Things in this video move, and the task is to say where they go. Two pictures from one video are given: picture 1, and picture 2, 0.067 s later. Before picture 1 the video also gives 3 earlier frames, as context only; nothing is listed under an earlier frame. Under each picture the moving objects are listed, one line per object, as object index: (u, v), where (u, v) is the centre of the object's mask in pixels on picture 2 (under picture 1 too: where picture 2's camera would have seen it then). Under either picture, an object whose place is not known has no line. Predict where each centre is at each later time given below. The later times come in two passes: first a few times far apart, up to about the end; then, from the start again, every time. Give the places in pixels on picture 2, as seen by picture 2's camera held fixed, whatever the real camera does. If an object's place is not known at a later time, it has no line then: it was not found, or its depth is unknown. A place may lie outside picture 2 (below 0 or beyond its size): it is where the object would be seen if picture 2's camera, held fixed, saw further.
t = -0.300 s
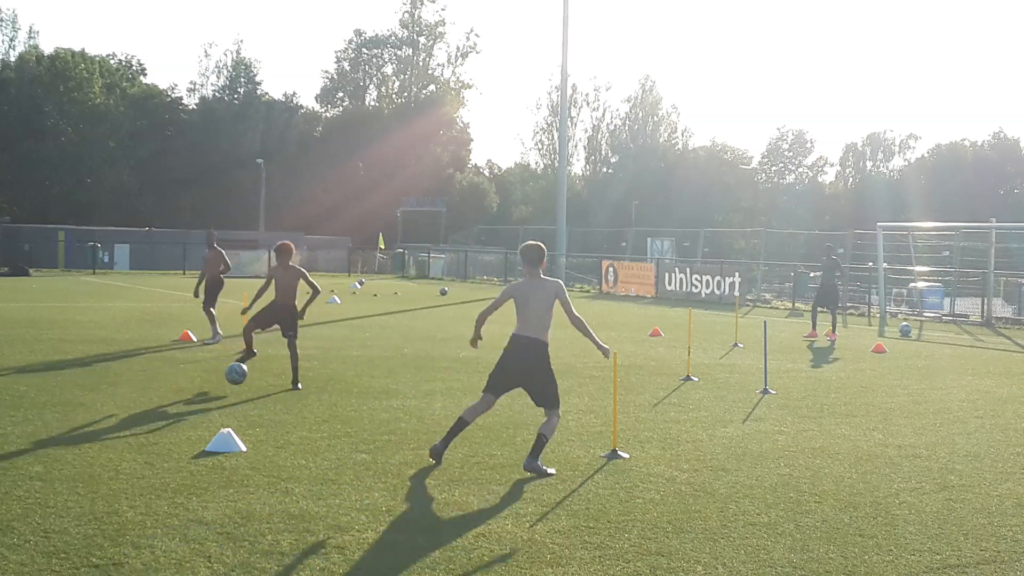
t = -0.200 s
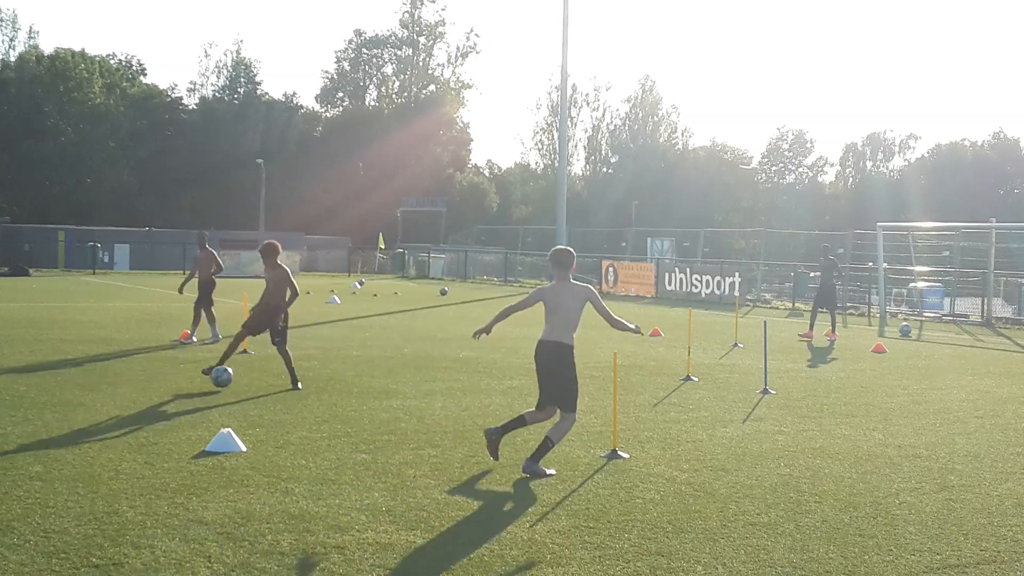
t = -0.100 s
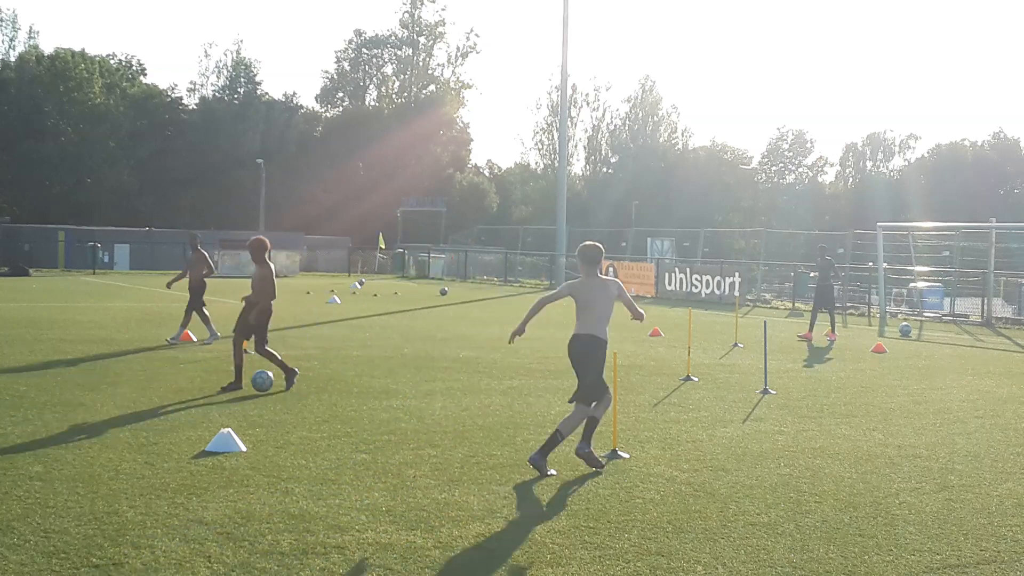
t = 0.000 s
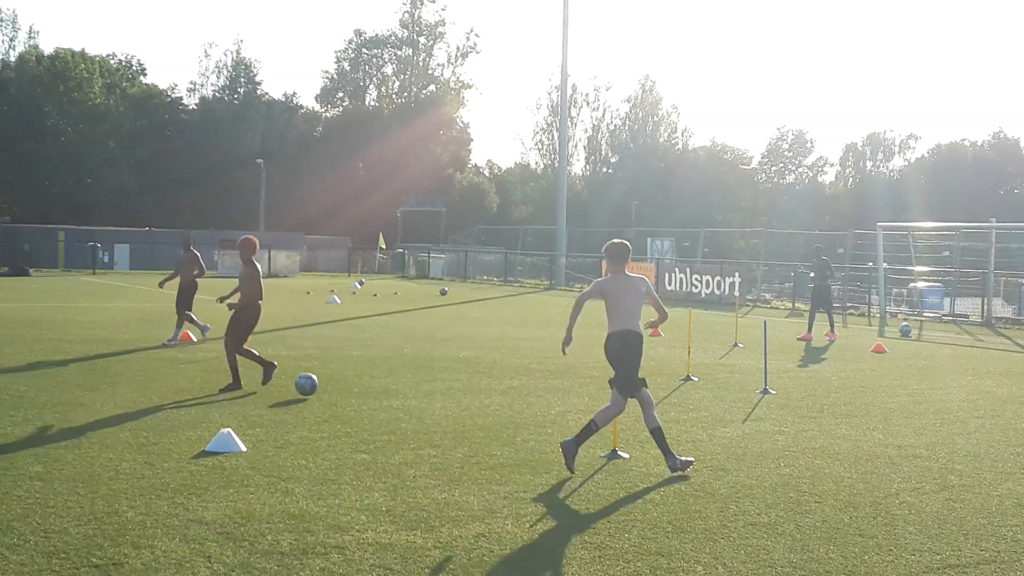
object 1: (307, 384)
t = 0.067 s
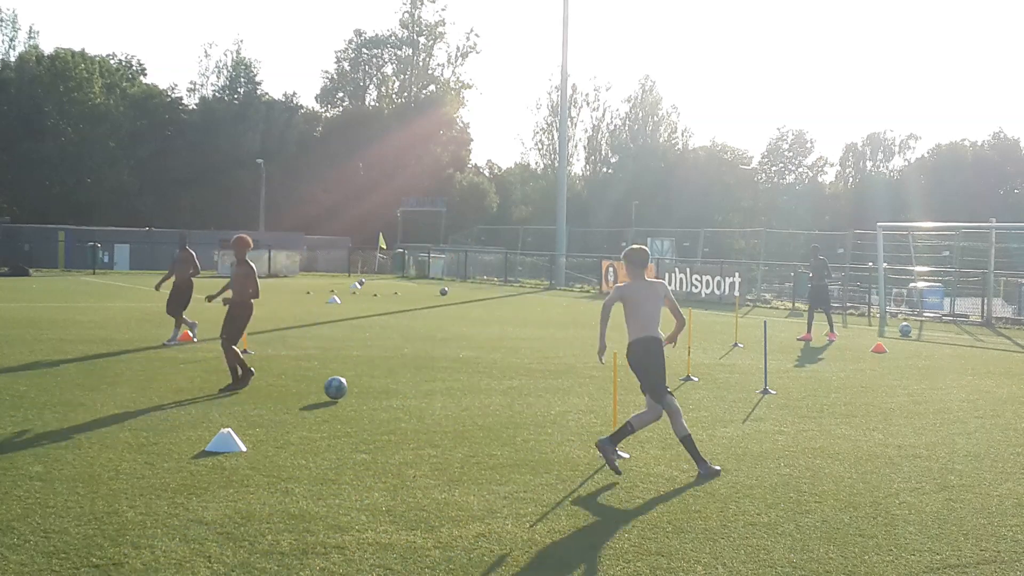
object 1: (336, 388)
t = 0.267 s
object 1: (413, 397)
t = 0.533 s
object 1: (492, 402)
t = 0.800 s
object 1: (571, 411)
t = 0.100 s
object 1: (350, 392)
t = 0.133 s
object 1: (363, 391)
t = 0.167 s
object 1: (375, 391)
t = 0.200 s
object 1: (387, 392)
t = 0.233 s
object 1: (400, 394)
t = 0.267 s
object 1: (413, 397)
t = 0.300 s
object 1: (423, 396)
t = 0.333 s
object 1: (433, 396)
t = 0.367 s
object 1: (443, 397)
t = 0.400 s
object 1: (453, 398)
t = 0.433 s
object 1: (464, 402)
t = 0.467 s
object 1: (473, 401)
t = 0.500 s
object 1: (483, 401)
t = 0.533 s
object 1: (492, 402)
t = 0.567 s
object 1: (502, 405)
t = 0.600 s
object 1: (512, 406)
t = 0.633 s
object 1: (522, 406)
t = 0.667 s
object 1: (531, 407)
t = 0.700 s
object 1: (541, 409)
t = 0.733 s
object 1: (550, 409)
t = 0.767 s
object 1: (560, 410)
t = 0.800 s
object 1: (571, 411)
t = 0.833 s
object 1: (580, 412)
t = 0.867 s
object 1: (590, 413)
